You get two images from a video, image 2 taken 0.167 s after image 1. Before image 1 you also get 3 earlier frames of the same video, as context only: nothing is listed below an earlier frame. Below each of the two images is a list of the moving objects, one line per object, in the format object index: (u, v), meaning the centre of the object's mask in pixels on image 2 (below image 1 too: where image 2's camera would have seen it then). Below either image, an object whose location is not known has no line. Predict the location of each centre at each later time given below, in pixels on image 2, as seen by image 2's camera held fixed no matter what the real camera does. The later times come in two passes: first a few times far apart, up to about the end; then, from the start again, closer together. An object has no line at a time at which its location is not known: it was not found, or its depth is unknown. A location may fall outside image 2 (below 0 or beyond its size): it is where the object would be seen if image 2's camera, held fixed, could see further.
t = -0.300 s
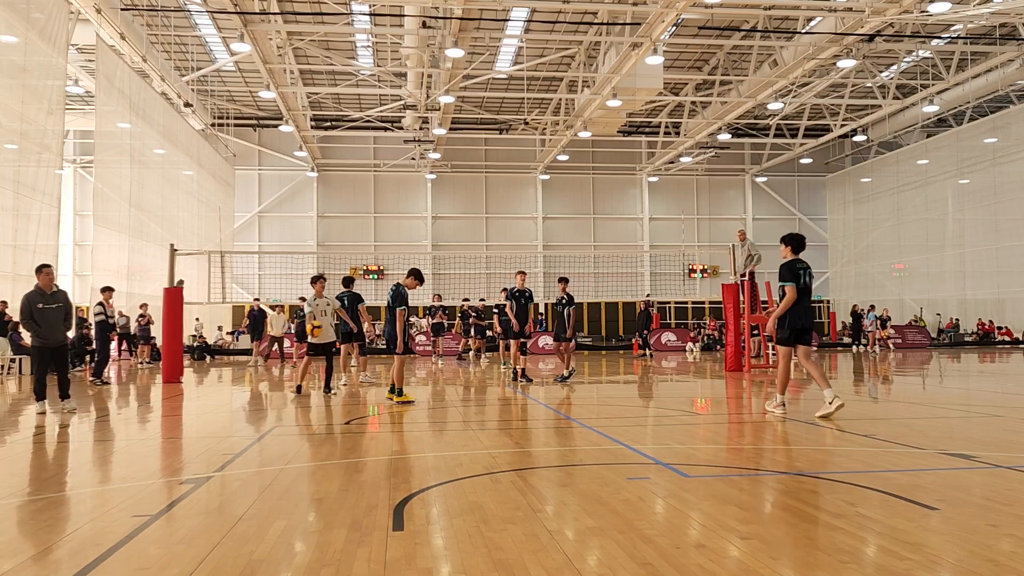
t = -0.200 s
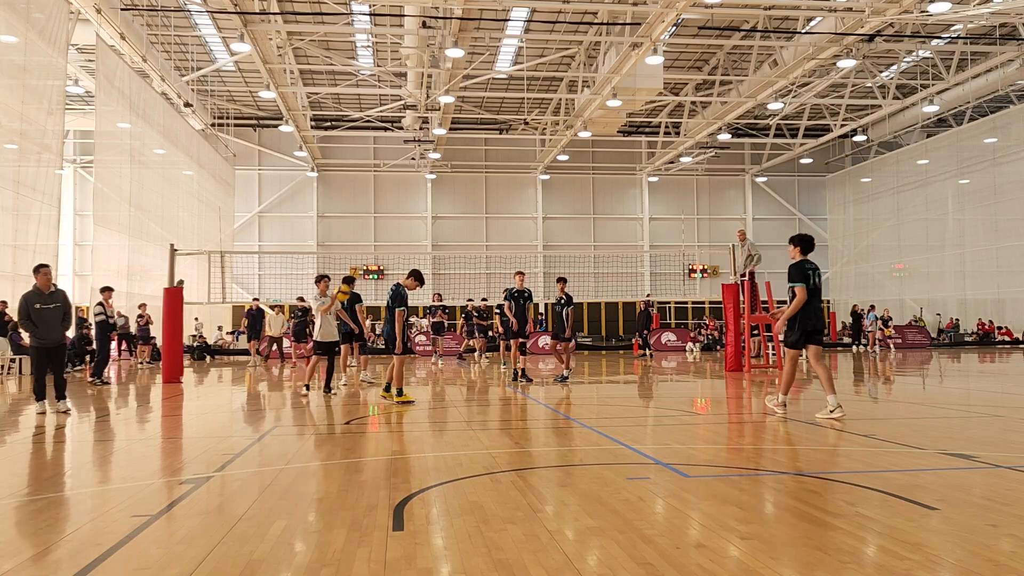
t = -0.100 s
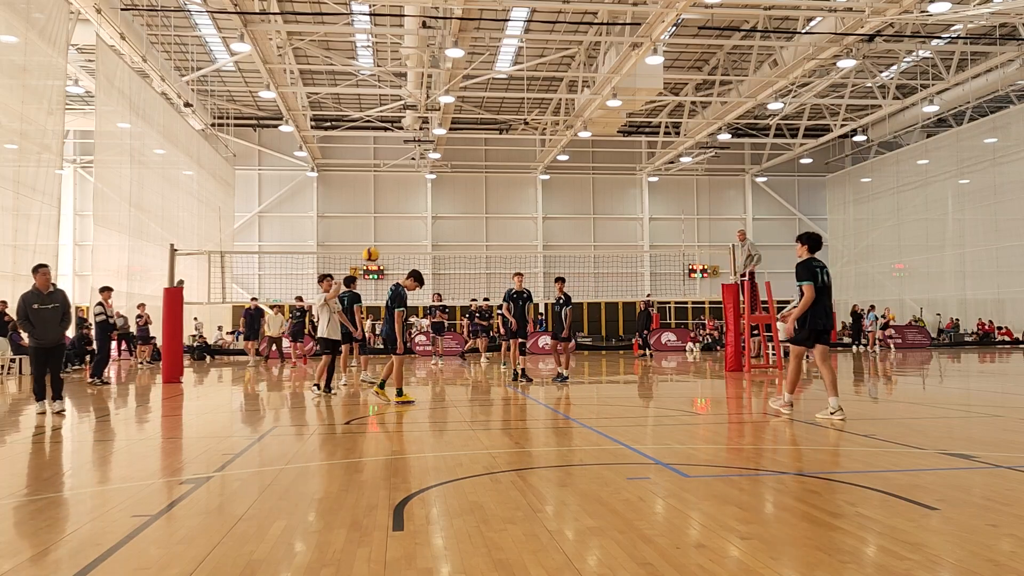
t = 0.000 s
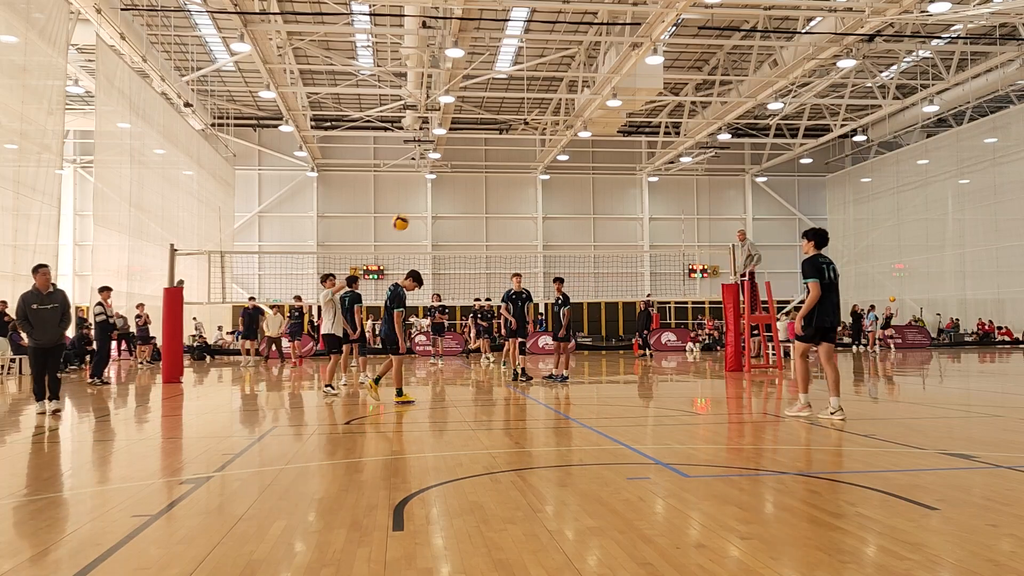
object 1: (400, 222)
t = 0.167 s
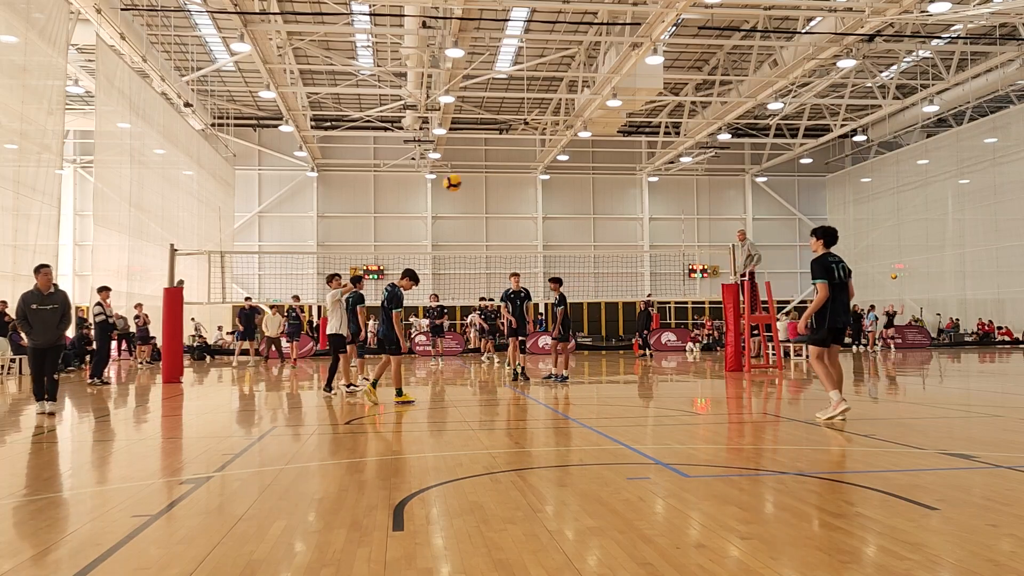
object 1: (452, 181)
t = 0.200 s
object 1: (463, 178)
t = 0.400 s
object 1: (532, 162)
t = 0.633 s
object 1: (621, 189)
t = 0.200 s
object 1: (463, 178)
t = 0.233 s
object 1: (475, 171)
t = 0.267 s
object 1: (485, 168)
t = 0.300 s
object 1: (497, 164)
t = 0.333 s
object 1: (509, 163)
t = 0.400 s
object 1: (532, 162)
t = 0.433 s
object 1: (544, 163)
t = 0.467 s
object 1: (556, 164)
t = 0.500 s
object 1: (569, 166)
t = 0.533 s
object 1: (581, 171)
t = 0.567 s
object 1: (595, 176)
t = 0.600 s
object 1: (607, 182)
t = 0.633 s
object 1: (621, 189)
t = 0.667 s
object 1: (634, 198)
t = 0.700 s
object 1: (648, 208)
